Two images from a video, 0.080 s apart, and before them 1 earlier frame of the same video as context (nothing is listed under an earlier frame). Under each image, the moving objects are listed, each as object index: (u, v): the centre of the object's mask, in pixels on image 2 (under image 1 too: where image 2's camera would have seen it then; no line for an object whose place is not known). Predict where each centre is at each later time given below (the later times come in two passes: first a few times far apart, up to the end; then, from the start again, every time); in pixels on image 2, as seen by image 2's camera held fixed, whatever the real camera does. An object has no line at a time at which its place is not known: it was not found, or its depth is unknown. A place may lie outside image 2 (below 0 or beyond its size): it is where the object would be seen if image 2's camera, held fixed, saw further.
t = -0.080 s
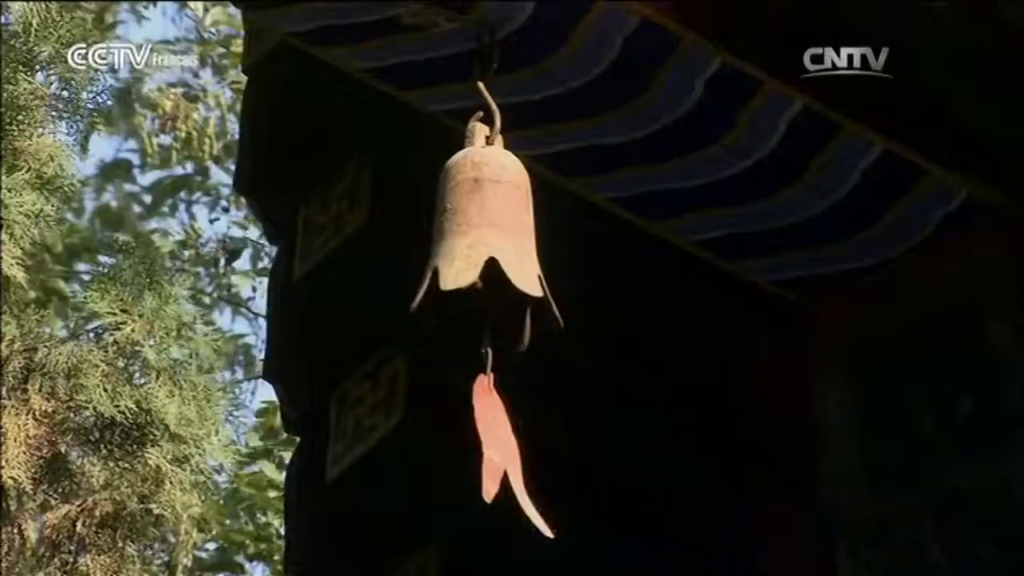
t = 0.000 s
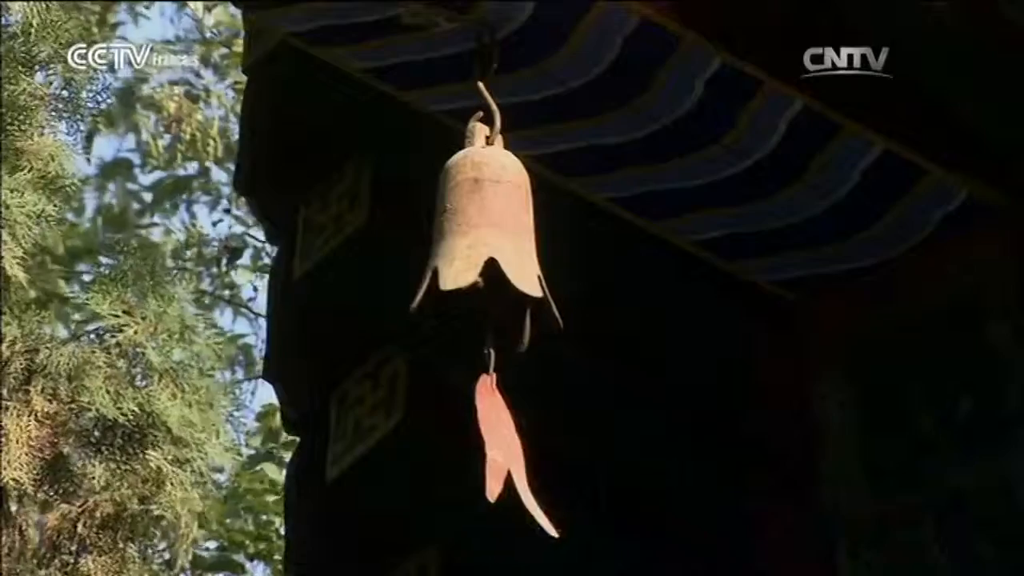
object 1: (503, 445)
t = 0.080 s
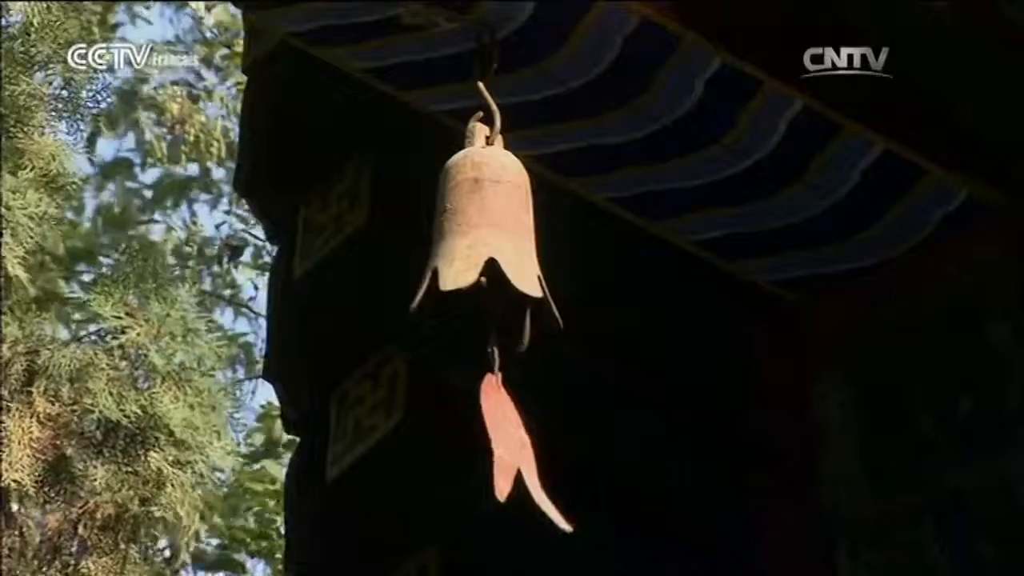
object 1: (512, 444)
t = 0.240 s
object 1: (527, 438)
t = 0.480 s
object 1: (526, 438)
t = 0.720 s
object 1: (499, 443)
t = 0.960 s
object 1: (495, 442)
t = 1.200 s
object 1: (509, 441)
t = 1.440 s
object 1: (524, 437)
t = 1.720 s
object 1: (515, 440)
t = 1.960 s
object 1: (497, 443)
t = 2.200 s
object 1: (495, 447)
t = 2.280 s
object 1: (501, 448)
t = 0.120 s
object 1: (516, 443)
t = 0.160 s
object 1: (521, 442)
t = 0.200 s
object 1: (524, 440)
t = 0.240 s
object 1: (527, 438)
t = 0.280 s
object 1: (529, 437)
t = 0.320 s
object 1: (531, 437)
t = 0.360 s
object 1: (531, 435)
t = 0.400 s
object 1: (531, 436)
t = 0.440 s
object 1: (529, 437)
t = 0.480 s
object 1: (526, 438)
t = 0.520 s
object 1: (521, 438)
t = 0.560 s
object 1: (516, 440)
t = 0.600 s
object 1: (511, 441)
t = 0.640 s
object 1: (507, 443)
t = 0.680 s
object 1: (502, 443)
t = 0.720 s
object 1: (499, 443)
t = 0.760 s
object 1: (495, 444)
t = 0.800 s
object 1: (493, 444)
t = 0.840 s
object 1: (492, 444)
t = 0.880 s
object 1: (492, 443)
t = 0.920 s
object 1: (493, 443)
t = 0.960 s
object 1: (495, 442)
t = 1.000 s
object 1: (497, 442)
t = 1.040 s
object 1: (500, 441)
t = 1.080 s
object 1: (502, 441)
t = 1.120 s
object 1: (504, 441)
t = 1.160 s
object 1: (507, 441)
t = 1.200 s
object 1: (509, 441)
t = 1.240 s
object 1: (512, 441)
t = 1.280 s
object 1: (515, 440)
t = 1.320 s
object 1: (517, 440)
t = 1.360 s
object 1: (520, 439)
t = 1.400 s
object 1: (523, 438)
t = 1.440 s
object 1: (524, 437)
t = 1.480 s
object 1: (525, 436)
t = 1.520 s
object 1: (525, 437)
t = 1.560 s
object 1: (524, 437)
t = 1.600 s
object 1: (522, 439)
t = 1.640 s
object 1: (519, 439)
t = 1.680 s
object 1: (516, 440)
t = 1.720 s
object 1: (515, 440)
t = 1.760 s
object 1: (512, 439)
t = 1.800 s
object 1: (509, 440)
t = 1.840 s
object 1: (506, 440)
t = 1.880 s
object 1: (503, 441)
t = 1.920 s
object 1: (500, 441)
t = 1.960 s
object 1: (497, 443)
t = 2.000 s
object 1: (494, 443)
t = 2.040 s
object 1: (492, 445)
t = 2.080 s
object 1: (491, 445)
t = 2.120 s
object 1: (491, 446)
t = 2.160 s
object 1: (493, 447)
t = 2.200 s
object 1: (495, 447)
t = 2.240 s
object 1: (498, 448)
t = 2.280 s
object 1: (501, 448)
